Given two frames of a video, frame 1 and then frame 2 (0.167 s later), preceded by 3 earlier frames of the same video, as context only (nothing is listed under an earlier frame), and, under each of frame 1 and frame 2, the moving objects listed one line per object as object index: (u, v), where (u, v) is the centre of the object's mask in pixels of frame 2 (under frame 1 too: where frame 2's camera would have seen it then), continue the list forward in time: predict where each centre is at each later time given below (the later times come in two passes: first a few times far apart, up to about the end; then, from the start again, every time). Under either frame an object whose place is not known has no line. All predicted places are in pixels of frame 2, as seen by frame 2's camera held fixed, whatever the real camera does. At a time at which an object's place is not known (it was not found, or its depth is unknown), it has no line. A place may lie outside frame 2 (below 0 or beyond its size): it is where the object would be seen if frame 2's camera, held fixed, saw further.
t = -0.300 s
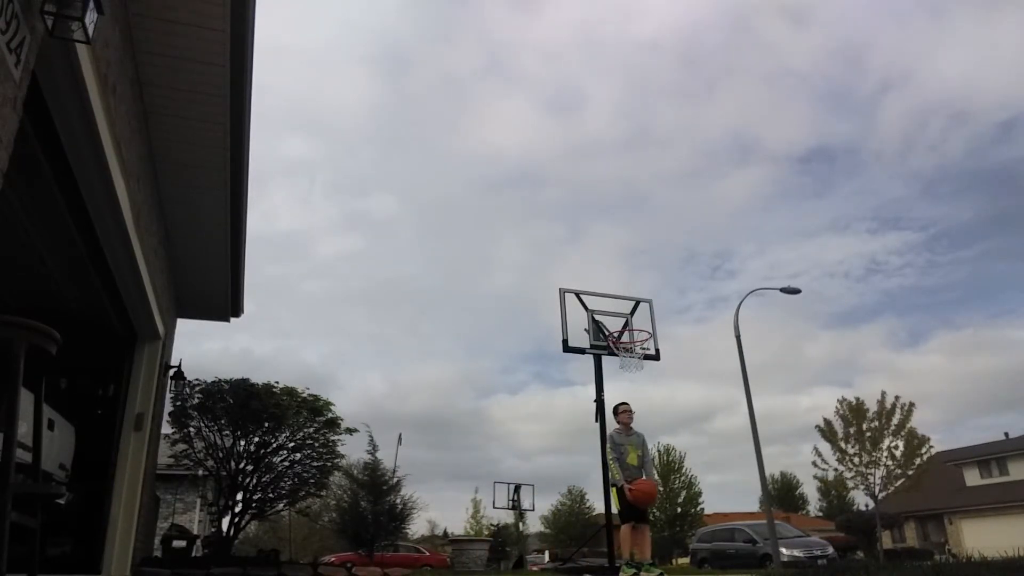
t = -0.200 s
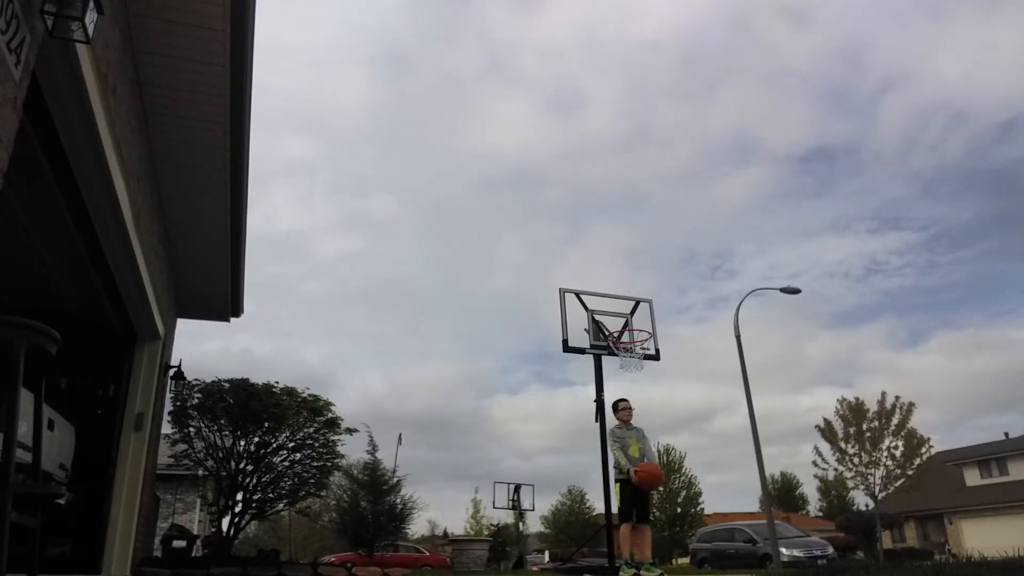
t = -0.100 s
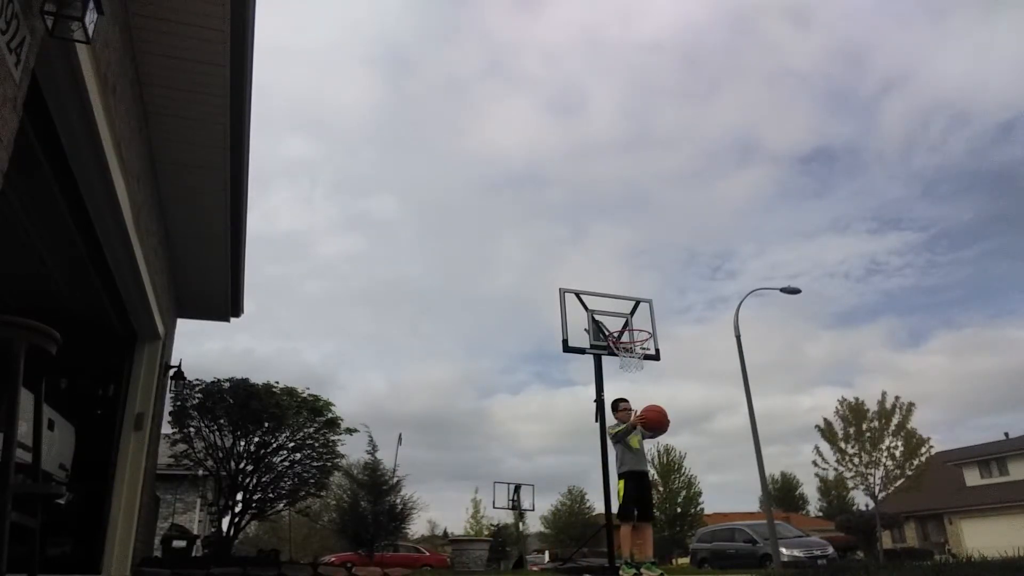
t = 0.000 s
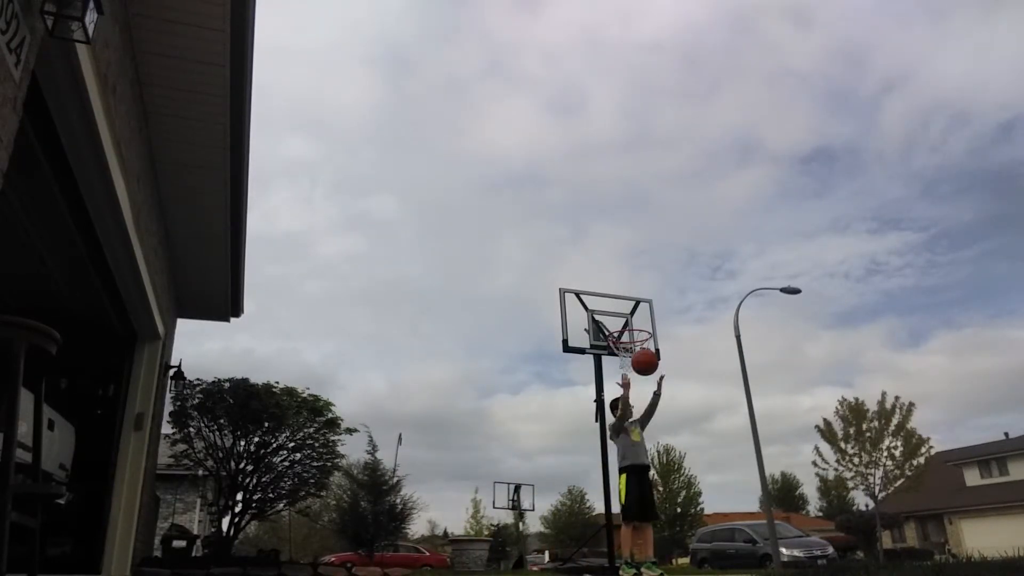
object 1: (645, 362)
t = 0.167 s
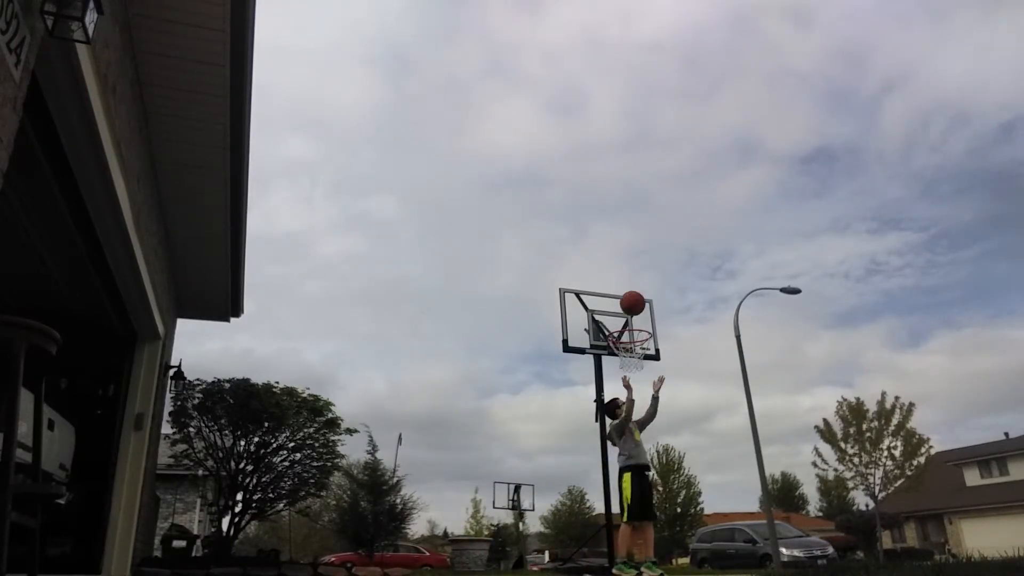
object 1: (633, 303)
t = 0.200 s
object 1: (631, 295)
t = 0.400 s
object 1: (623, 274)
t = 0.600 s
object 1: (620, 288)
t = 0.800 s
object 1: (621, 332)
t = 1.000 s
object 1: (643, 306)
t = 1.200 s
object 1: (669, 312)
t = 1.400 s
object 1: (702, 355)
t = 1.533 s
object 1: (729, 409)
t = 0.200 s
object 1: (631, 295)
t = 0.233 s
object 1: (629, 289)
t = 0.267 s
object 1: (627, 284)
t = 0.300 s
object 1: (626, 280)
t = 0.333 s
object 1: (625, 277)
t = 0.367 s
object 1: (624, 275)
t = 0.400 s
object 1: (623, 274)
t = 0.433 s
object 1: (622, 274)
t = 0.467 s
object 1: (621, 275)
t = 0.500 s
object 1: (621, 277)
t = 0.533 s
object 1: (620, 279)
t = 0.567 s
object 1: (620, 283)
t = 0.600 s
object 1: (620, 288)
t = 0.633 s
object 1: (620, 293)
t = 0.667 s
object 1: (620, 299)
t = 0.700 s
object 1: (620, 307)
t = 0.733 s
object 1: (620, 315)
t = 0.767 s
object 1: (621, 323)
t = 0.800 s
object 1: (621, 332)
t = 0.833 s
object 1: (624, 326)
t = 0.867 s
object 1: (628, 320)
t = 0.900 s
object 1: (631, 316)
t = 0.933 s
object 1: (635, 311)
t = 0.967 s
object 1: (639, 308)
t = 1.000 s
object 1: (643, 306)
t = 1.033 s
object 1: (647, 305)
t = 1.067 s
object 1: (651, 305)
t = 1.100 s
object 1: (655, 305)
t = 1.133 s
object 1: (660, 307)
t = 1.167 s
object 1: (665, 309)
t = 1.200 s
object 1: (669, 312)
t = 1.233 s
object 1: (674, 317)
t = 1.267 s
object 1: (680, 322)
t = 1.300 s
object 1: (685, 329)
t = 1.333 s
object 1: (691, 337)
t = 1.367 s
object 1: (696, 345)
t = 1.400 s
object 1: (702, 355)
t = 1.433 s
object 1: (709, 367)
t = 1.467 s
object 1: (715, 379)
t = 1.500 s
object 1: (722, 393)
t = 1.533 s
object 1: (729, 409)
